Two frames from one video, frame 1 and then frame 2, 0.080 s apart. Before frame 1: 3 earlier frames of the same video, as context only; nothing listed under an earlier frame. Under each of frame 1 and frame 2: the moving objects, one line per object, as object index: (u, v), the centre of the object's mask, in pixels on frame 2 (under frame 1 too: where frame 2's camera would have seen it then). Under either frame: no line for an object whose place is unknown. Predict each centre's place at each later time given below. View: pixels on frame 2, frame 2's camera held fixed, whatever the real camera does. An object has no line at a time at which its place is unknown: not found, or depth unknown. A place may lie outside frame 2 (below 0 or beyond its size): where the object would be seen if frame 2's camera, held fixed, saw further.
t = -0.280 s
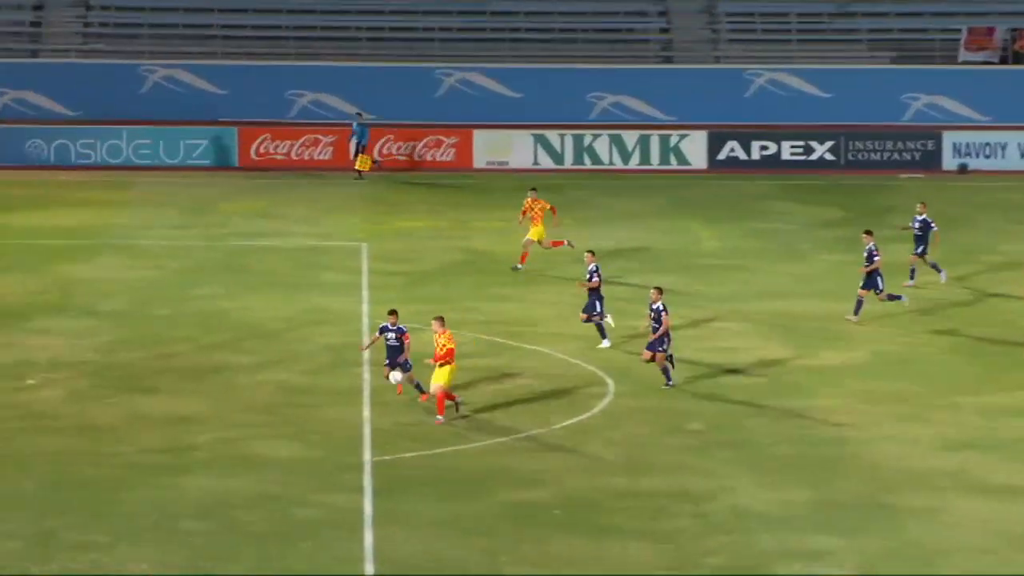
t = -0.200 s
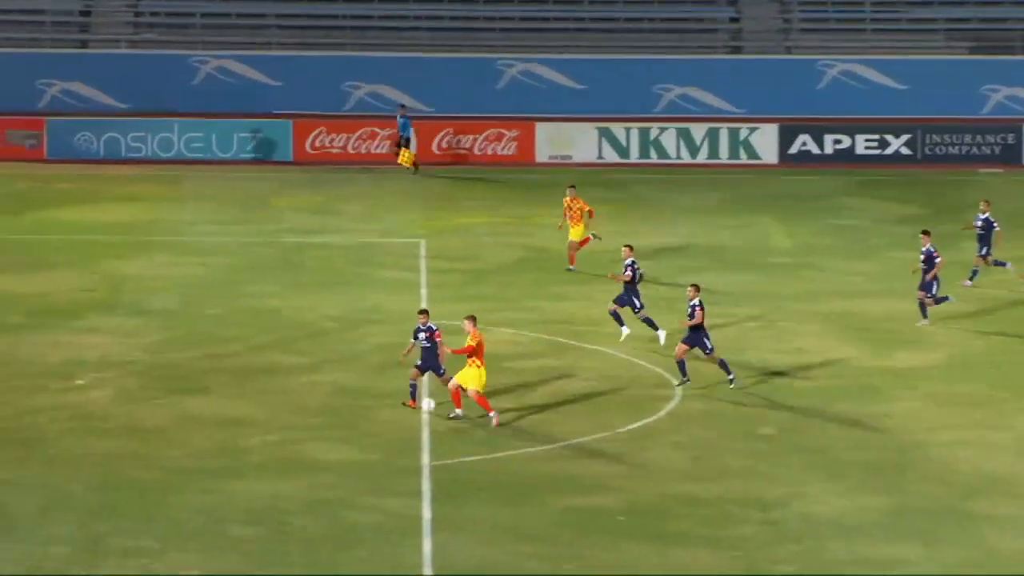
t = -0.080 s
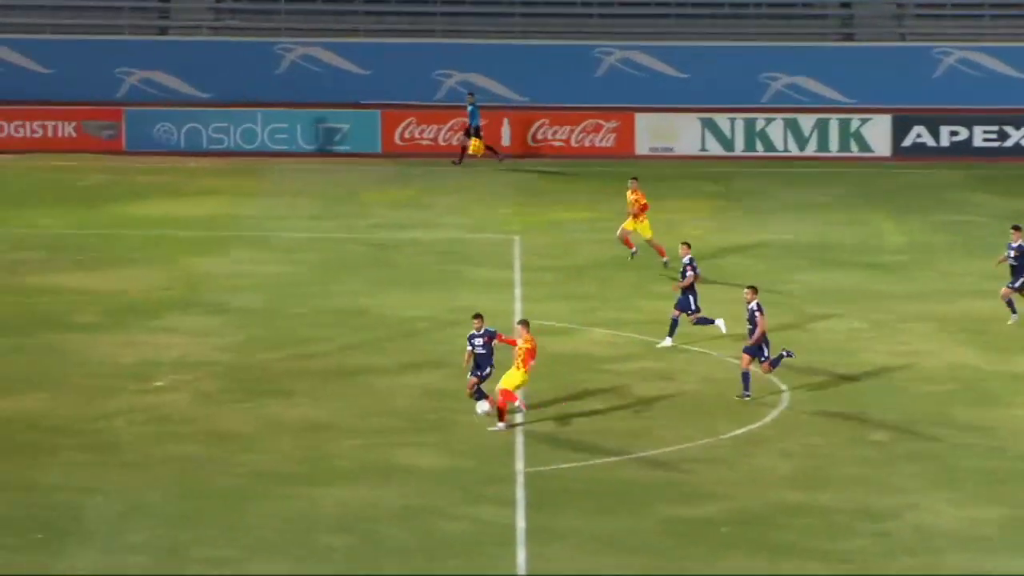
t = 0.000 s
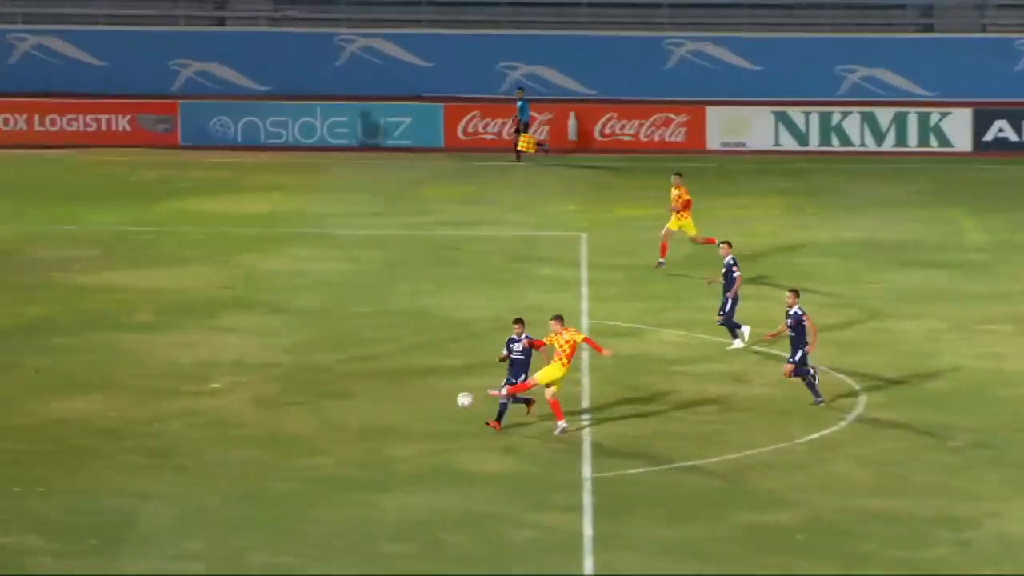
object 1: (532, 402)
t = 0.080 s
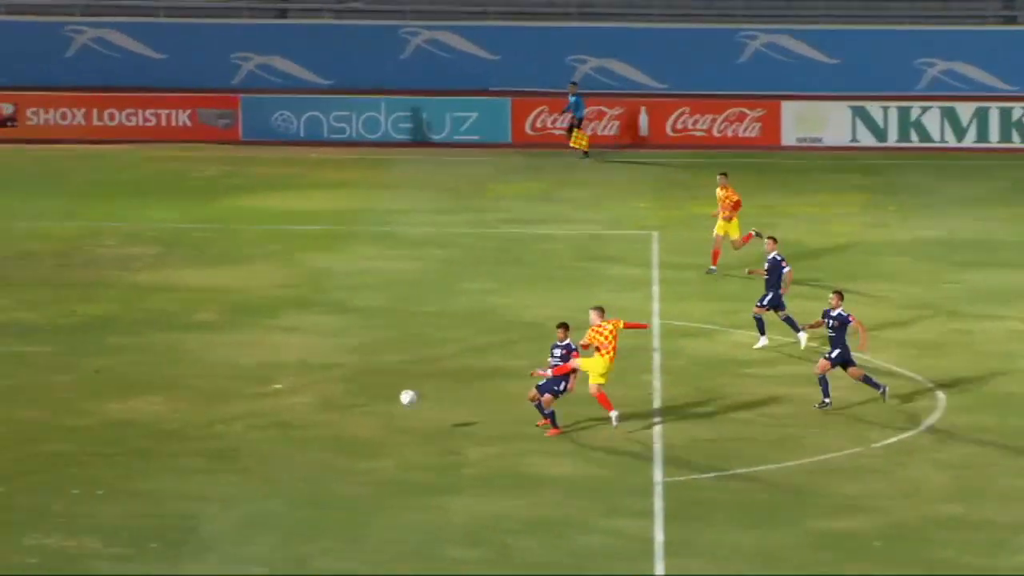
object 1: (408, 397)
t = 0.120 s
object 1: (347, 398)
